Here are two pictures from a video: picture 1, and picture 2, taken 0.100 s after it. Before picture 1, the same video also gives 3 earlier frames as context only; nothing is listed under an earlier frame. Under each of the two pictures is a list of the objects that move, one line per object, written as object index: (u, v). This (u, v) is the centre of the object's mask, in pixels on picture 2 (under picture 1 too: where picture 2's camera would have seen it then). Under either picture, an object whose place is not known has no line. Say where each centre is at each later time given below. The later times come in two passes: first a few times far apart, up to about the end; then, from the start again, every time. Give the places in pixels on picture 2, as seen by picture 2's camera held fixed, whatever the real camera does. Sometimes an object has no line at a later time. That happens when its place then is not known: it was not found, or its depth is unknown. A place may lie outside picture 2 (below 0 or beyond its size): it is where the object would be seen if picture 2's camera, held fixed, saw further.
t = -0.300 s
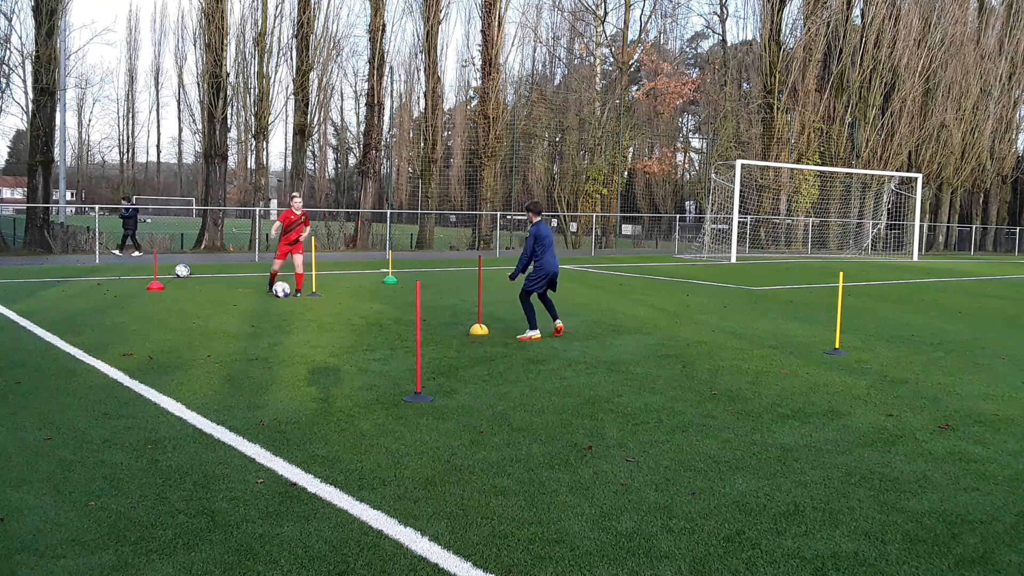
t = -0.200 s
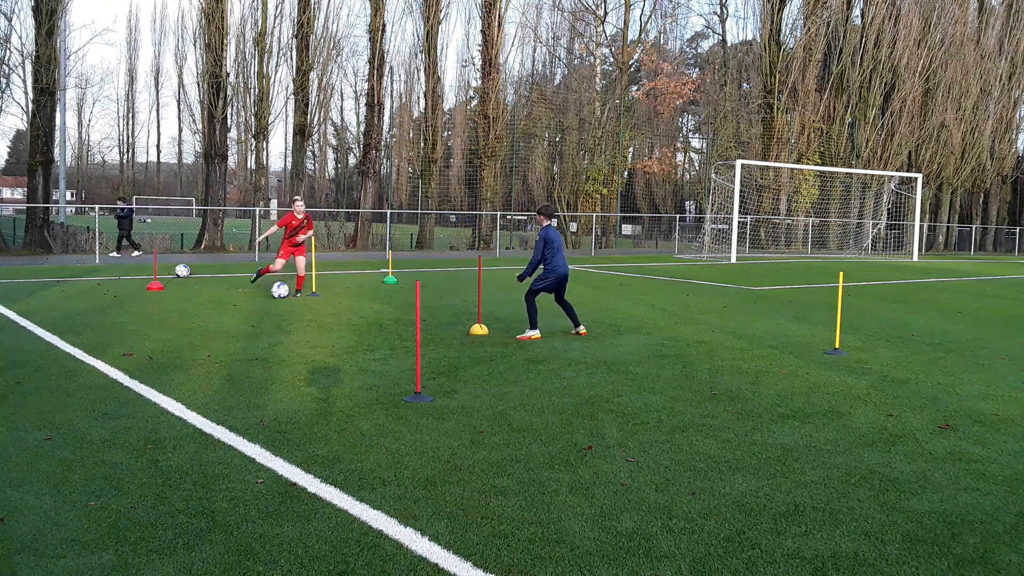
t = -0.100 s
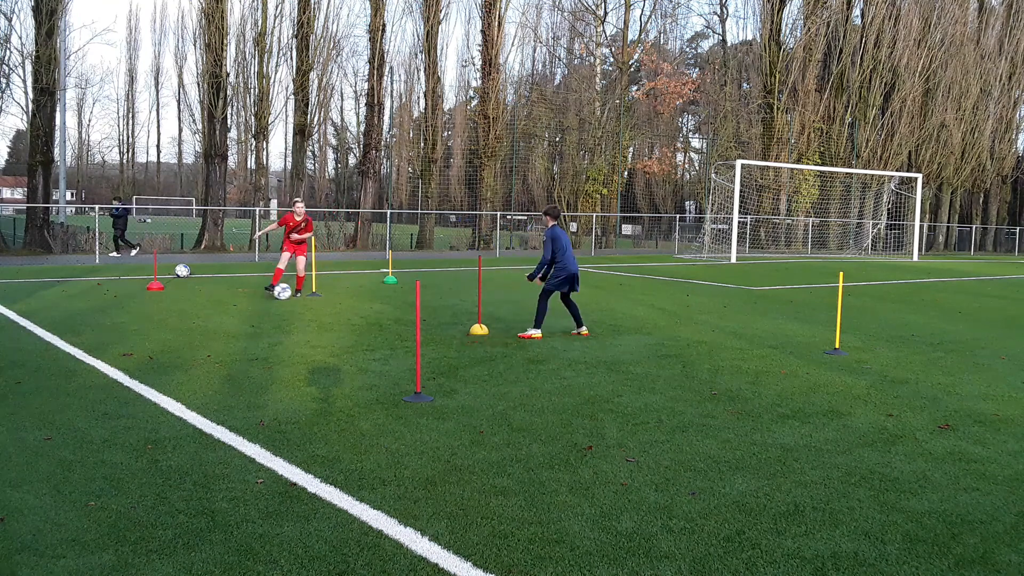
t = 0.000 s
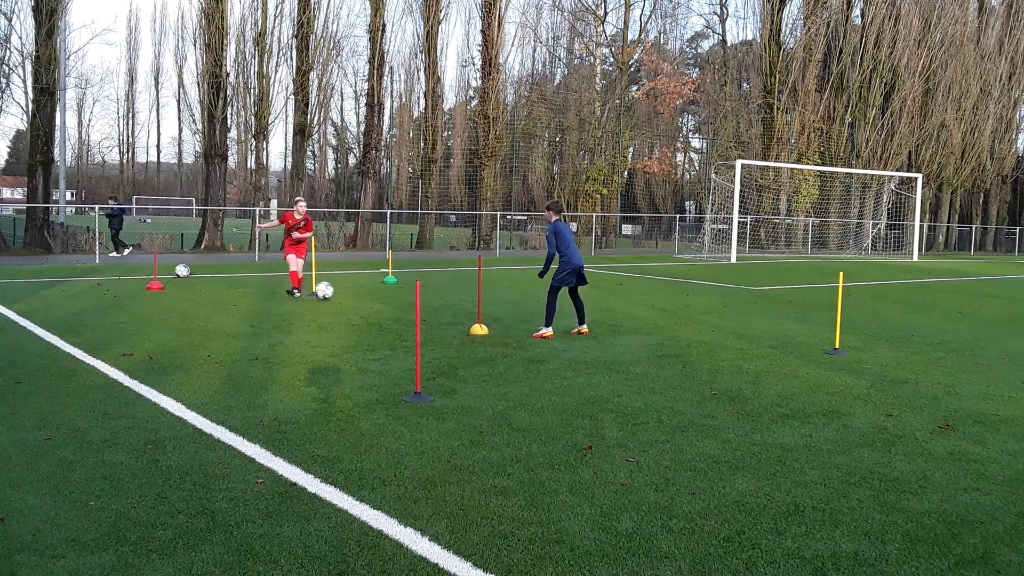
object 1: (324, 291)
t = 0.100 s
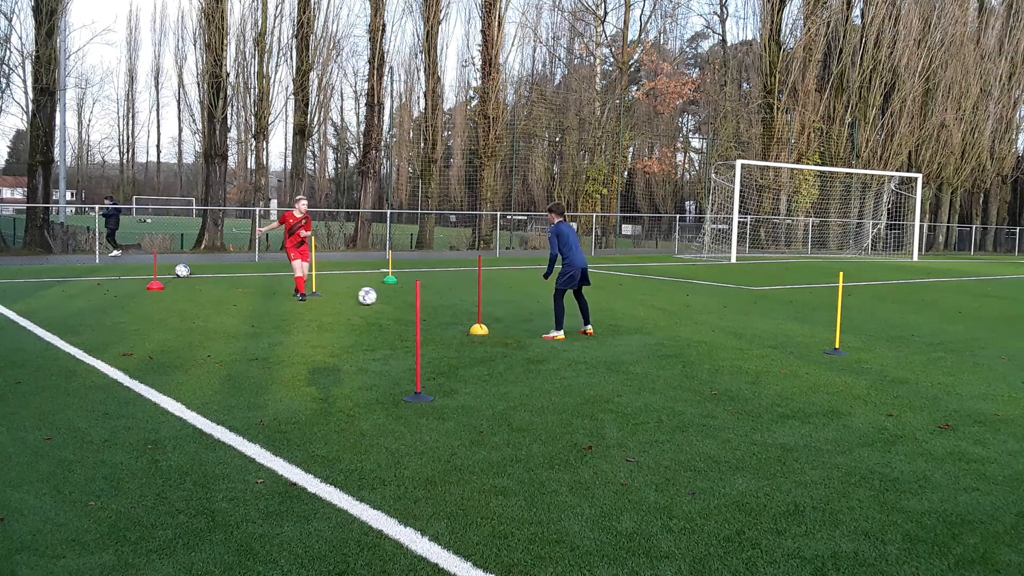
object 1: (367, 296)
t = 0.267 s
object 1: (432, 299)
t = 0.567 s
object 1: (540, 308)
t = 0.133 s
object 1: (381, 298)
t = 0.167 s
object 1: (393, 297)
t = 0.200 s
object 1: (406, 297)
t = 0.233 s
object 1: (419, 298)
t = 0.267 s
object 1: (432, 299)
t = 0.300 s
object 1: (444, 302)
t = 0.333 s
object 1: (457, 303)
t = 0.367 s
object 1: (468, 303)
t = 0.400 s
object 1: (481, 303)
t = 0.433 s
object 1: (492, 305)
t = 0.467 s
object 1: (504, 307)
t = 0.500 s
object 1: (516, 308)
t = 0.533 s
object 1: (528, 307)
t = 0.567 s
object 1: (540, 308)
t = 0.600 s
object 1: (552, 310)
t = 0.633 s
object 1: (564, 312)
